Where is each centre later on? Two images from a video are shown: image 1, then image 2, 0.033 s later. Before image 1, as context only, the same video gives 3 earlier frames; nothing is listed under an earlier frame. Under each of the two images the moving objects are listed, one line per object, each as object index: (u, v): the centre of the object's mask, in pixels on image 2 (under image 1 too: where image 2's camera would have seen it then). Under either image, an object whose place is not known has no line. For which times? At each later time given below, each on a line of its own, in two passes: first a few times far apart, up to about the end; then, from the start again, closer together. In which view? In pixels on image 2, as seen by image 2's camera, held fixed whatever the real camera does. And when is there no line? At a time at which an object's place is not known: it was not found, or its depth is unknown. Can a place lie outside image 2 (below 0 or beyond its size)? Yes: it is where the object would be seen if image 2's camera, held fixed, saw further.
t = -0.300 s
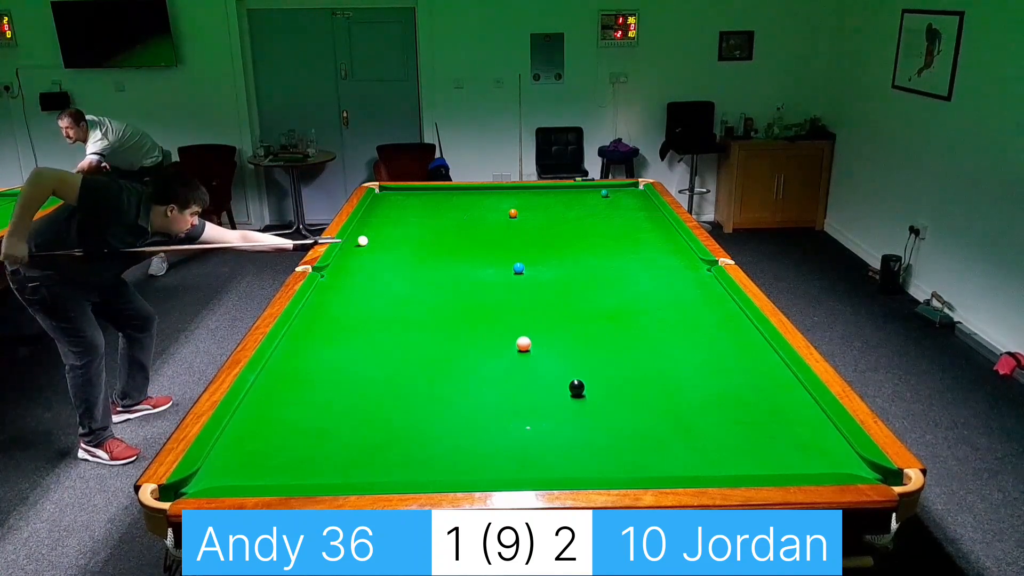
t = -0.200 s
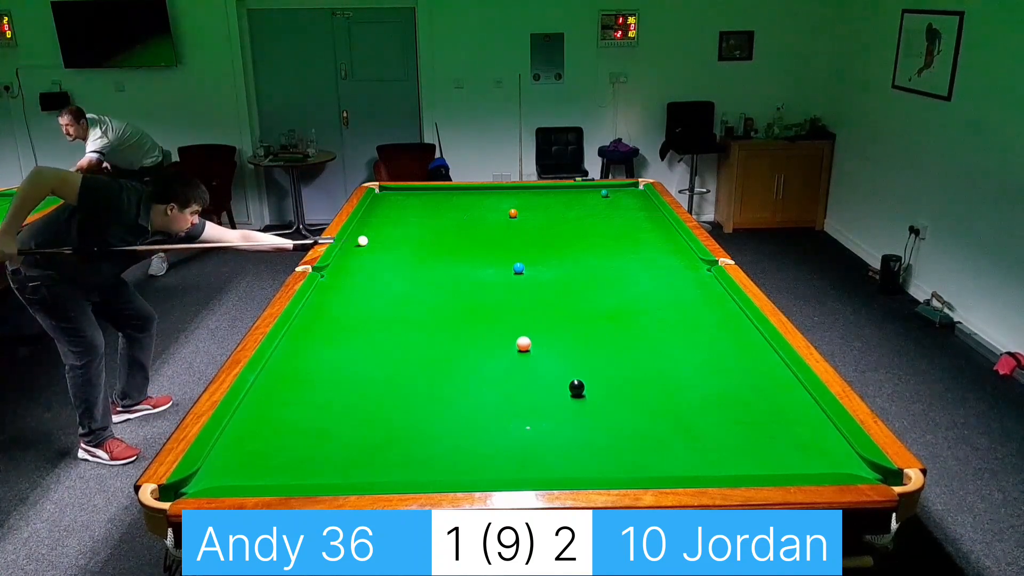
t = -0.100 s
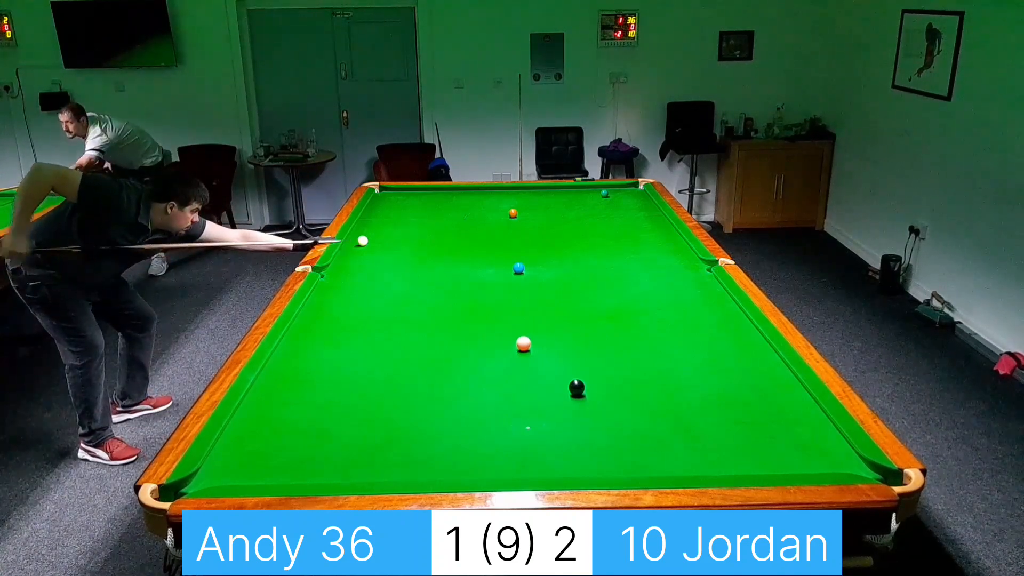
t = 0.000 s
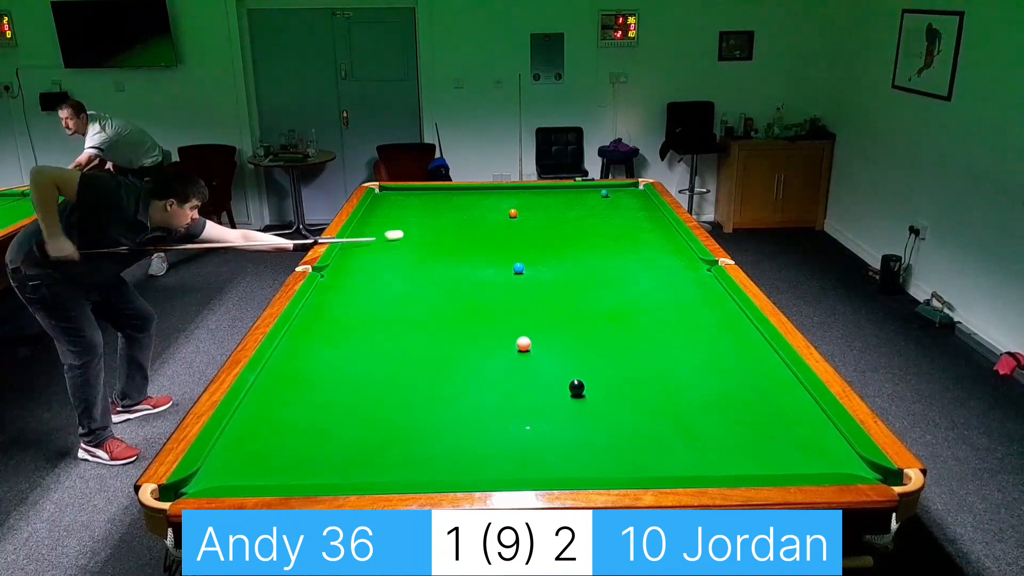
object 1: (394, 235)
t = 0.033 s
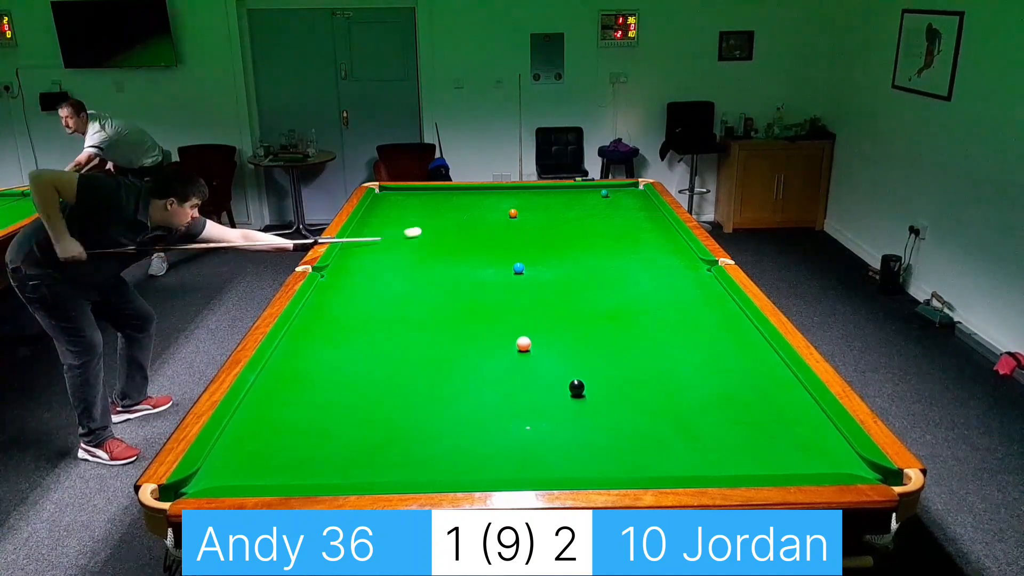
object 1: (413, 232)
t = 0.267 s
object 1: (521, 215)
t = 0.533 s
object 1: (618, 200)
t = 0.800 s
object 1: (606, 190)
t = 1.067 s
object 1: (594, 190)
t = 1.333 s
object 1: (584, 196)
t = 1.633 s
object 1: (573, 204)
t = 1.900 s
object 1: (562, 211)
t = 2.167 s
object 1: (552, 218)
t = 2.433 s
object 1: (541, 226)
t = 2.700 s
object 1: (529, 233)
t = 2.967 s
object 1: (518, 241)
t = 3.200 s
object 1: (505, 247)
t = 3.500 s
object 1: (492, 258)
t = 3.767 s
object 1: (480, 267)
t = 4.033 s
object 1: (467, 275)
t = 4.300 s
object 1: (455, 283)
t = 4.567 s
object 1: (442, 292)
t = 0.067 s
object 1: (430, 230)
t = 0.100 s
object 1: (446, 227)
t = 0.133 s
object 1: (463, 225)
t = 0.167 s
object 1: (478, 222)
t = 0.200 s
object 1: (493, 220)
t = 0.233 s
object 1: (507, 218)
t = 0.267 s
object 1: (521, 215)
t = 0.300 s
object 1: (534, 213)
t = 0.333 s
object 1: (547, 211)
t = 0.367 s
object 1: (559, 209)
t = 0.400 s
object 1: (571, 207)
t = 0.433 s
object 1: (583, 205)
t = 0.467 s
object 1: (594, 204)
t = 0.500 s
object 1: (606, 202)
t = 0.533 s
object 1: (618, 200)
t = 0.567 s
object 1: (629, 198)
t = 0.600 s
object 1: (639, 196)
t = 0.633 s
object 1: (640, 195)
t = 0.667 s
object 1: (629, 194)
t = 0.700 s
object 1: (619, 193)
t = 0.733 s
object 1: (610, 192)
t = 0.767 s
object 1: (608, 191)
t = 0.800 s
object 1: (606, 190)
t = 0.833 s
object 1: (604, 189)
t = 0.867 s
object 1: (602, 187)
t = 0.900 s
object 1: (600, 186)
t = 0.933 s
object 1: (598, 186)
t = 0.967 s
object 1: (597, 187)
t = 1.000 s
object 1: (596, 188)
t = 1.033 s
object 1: (595, 189)
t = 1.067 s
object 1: (594, 190)
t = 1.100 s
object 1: (593, 191)
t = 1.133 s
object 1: (592, 191)
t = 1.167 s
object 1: (590, 192)
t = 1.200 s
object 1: (589, 193)
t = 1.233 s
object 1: (588, 194)
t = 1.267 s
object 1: (587, 195)
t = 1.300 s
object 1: (585, 196)
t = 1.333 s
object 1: (584, 196)
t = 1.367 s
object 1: (583, 197)
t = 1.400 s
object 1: (582, 198)
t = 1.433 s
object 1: (581, 199)
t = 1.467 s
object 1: (579, 200)
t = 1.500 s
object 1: (578, 201)
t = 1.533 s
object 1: (577, 201)
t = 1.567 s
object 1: (575, 202)
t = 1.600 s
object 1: (574, 203)
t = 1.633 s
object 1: (573, 204)
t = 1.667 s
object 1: (572, 205)
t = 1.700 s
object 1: (570, 206)
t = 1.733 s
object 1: (569, 207)
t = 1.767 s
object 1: (568, 208)
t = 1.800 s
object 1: (566, 209)
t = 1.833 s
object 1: (565, 209)
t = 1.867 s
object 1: (564, 210)
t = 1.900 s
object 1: (562, 211)
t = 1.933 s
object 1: (561, 212)
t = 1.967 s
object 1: (560, 213)
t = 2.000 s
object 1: (558, 214)
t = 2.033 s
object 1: (557, 215)
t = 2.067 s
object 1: (556, 216)
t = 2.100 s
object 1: (554, 217)
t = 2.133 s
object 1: (553, 217)
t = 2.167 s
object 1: (552, 218)
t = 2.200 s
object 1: (550, 219)
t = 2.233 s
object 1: (549, 220)
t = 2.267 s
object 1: (547, 221)
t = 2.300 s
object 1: (546, 222)
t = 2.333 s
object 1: (545, 223)
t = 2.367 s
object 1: (543, 224)
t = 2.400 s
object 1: (542, 225)
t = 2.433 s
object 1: (541, 226)
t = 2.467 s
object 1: (539, 227)
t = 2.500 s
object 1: (538, 228)
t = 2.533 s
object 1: (537, 228)
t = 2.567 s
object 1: (535, 230)
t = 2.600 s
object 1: (534, 230)
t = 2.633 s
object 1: (532, 232)
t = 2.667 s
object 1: (531, 232)
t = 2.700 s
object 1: (529, 233)
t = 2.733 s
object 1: (528, 234)
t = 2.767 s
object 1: (527, 235)
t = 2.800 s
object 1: (525, 236)
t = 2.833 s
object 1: (524, 237)
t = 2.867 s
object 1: (522, 238)
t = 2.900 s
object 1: (521, 239)
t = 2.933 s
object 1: (519, 240)
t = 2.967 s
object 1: (518, 241)
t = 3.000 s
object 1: (516, 242)
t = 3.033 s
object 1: (515, 243)
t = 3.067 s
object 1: (513, 244)
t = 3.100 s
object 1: (512, 245)
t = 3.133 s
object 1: (510, 246)
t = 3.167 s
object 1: (509, 247)
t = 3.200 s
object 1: (505, 247)
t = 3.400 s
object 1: (497, 255)
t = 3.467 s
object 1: (494, 257)
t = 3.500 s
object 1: (492, 258)
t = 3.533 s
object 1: (491, 259)
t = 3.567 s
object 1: (489, 260)
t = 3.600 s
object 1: (488, 262)
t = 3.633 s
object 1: (486, 263)
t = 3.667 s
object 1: (485, 264)
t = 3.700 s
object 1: (483, 264)
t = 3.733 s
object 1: (481, 265)
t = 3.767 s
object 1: (480, 267)
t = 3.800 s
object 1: (478, 268)
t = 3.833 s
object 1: (477, 269)
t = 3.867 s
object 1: (475, 270)
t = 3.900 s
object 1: (474, 271)
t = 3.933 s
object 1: (472, 272)
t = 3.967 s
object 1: (471, 273)
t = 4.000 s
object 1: (469, 274)
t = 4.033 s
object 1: (467, 275)
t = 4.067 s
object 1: (466, 276)
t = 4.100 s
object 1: (464, 277)
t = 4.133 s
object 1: (462, 278)
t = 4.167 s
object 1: (461, 279)
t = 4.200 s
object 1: (459, 280)
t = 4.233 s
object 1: (458, 281)
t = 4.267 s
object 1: (456, 282)
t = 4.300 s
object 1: (455, 283)
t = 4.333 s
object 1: (453, 285)
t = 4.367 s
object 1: (451, 286)
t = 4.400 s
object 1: (450, 287)
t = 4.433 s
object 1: (448, 288)
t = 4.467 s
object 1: (447, 289)
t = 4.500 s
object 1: (445, 290)
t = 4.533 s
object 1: (444, 291)
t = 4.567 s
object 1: (442, 292)
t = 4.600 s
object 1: (440, 293)
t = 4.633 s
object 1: (439, 294)
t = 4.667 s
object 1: (437, 295)
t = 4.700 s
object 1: (435, 296)
